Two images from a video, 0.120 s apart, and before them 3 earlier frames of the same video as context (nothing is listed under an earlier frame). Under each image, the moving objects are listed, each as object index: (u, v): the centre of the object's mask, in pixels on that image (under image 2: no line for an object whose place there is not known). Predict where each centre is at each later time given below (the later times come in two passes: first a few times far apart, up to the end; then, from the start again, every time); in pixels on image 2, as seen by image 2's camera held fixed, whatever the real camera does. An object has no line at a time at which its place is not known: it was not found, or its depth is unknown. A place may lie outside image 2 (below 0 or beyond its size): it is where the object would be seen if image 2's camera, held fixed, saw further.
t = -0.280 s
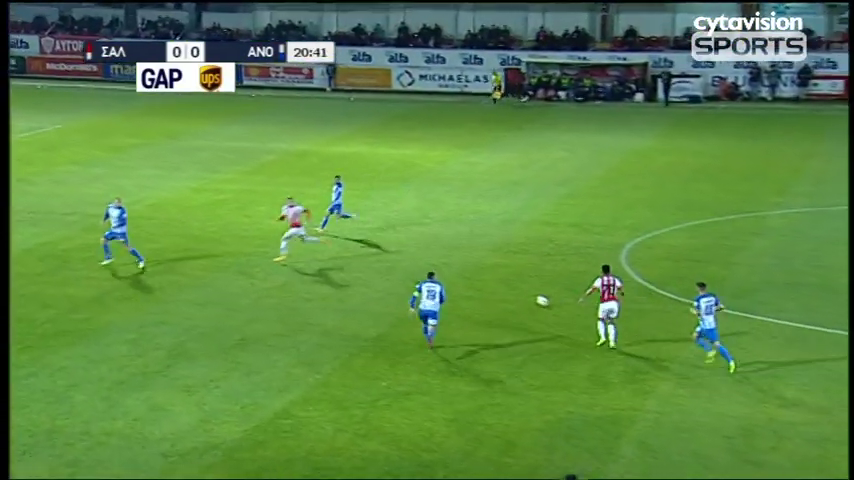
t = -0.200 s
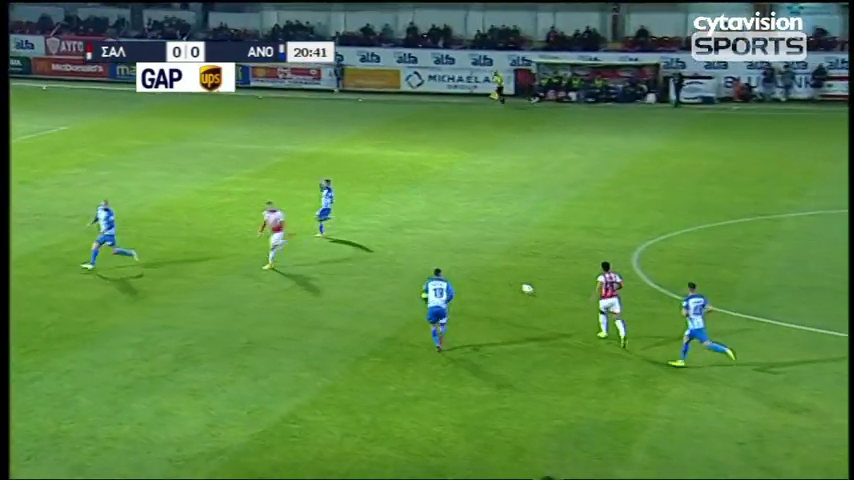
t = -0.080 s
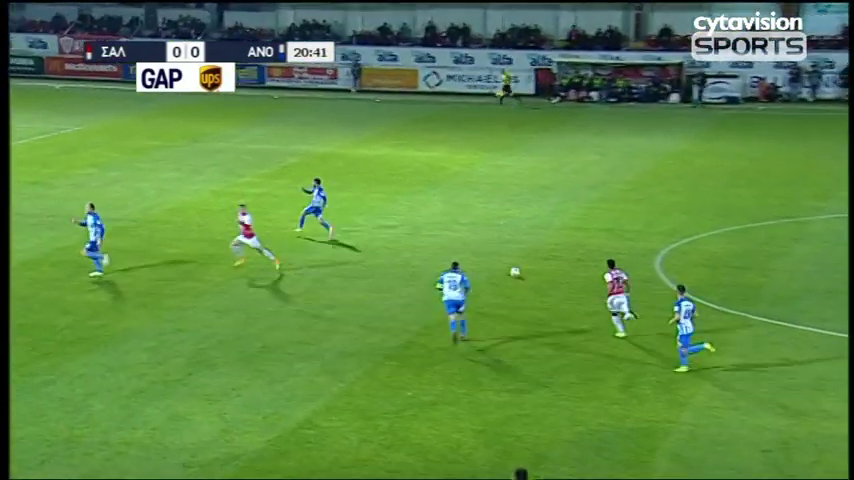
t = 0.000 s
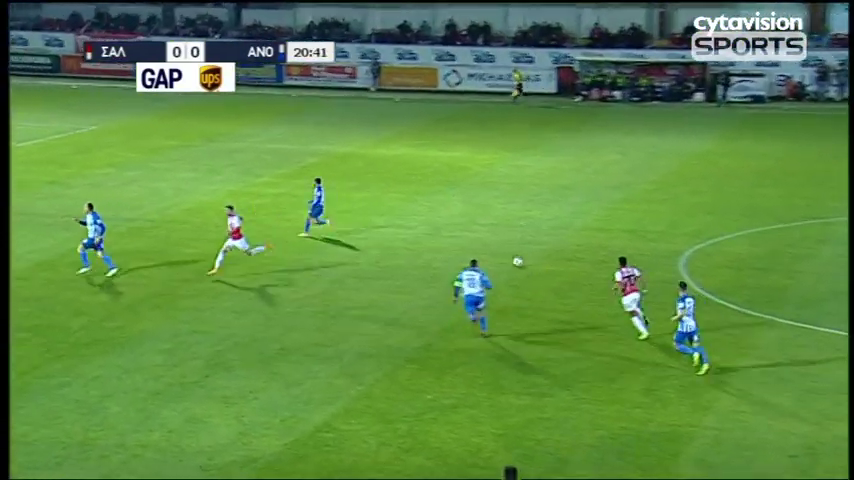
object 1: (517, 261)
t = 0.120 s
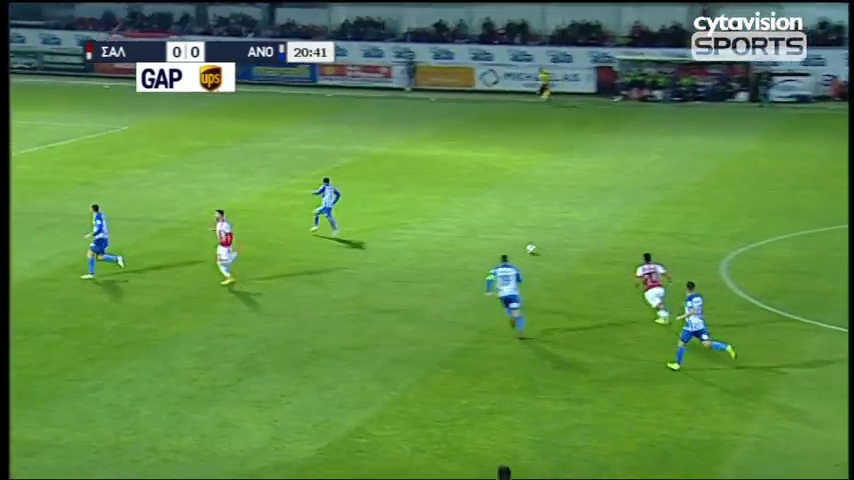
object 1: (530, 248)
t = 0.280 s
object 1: (507, 230)
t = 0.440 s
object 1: (490, 216)
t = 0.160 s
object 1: (524, 243)
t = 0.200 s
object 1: (518, 238)
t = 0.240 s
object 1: (512, 234)
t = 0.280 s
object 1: (507, 230)
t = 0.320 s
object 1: (502, 227)
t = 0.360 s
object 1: (498, 224)
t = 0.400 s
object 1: (494, 219)
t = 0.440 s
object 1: (490, 216)
